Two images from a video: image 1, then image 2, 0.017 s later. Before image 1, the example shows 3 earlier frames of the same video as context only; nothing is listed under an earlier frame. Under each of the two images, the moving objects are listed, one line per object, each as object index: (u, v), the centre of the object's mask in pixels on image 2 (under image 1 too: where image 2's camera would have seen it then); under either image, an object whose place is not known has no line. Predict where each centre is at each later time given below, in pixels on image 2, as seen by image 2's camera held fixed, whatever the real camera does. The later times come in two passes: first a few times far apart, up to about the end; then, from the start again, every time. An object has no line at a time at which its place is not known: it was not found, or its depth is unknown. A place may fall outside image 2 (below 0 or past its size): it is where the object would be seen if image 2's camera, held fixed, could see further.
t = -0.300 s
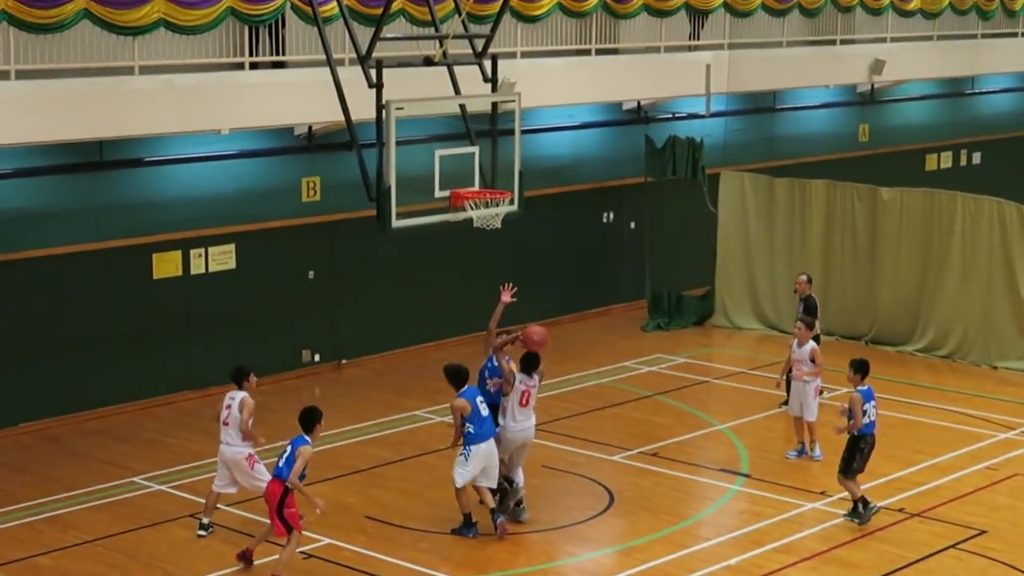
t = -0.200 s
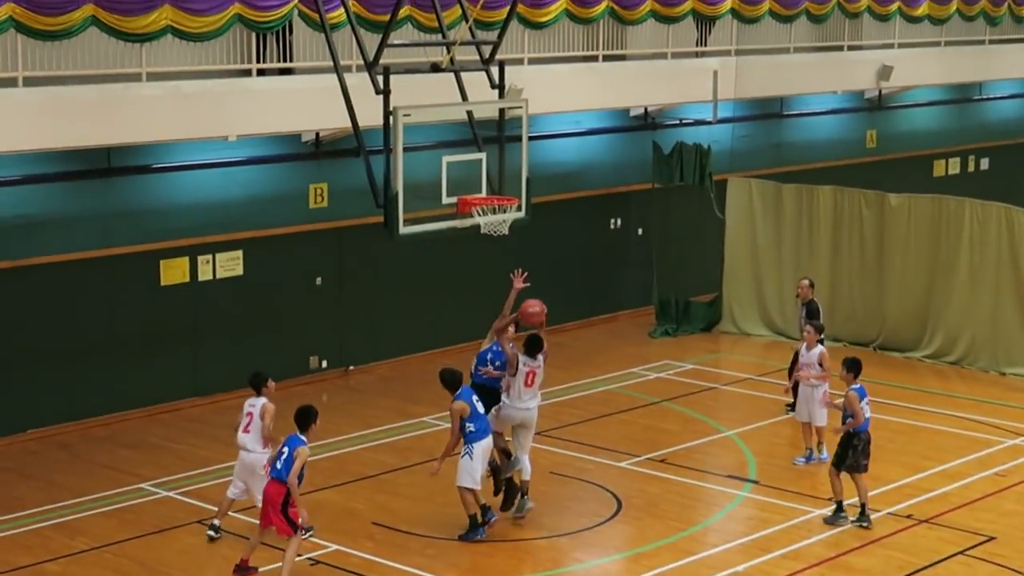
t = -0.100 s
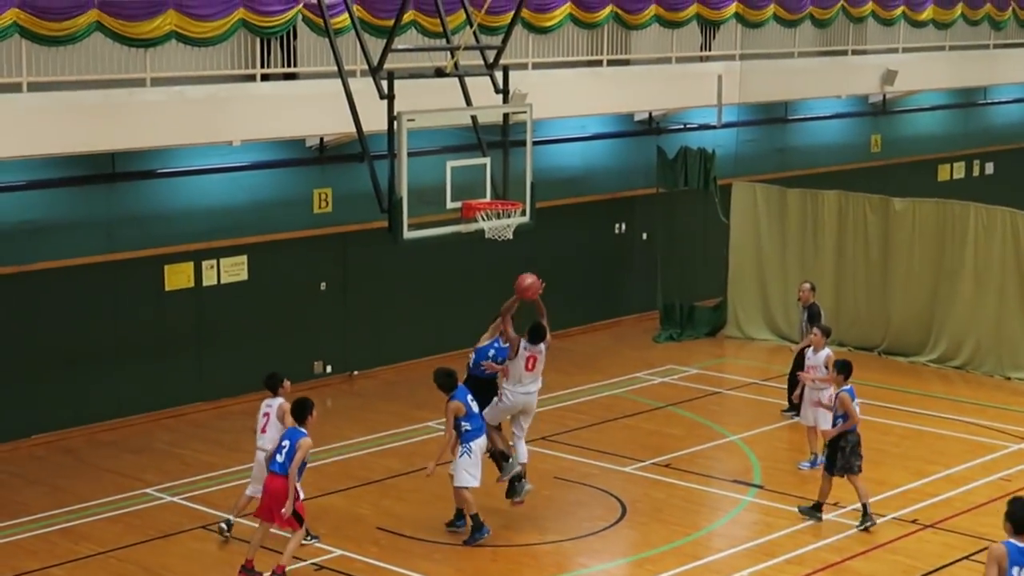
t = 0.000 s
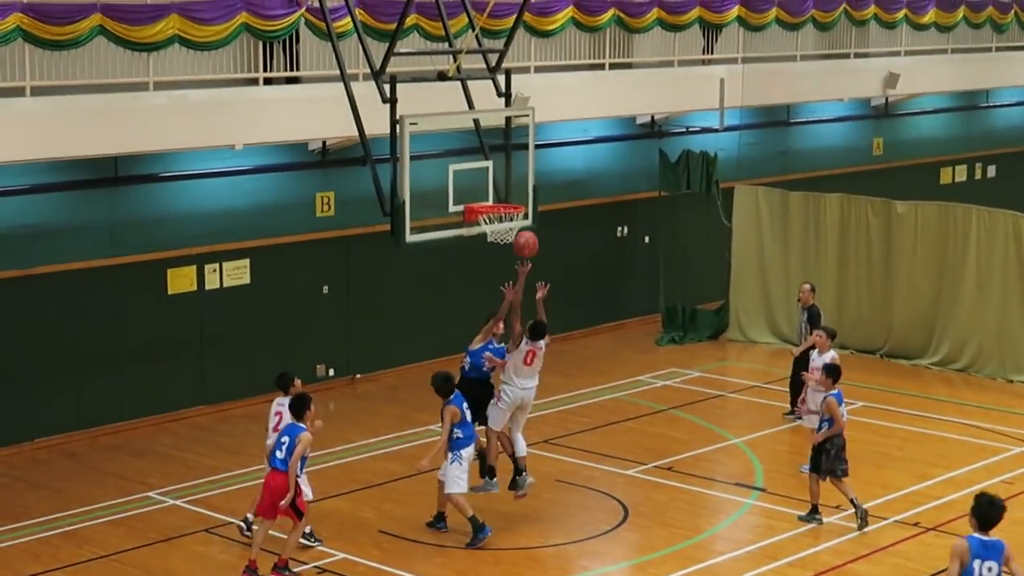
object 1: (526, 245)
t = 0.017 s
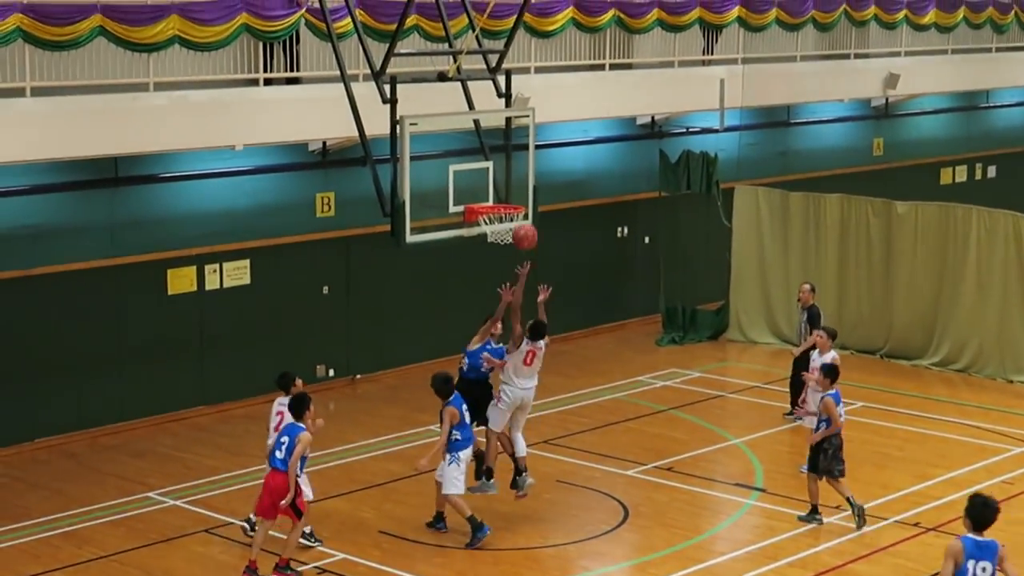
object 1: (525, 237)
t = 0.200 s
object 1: (517, 168)
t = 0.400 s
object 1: (509, 136)
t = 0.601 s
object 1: (499, 145)
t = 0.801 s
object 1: (491, 193)
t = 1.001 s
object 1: (511, 174)
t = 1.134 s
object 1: (526, 184)
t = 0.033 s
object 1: (525, 229)
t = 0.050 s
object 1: (523, 222)
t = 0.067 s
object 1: (523, 214)
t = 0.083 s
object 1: (522, 207)
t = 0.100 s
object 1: (521, 200)
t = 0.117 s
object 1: (520, 195)
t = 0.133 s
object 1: (520, 189)
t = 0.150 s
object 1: (520, 183)
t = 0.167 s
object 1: (519, 178)
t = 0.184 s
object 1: (518, 173)
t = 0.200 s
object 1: (517, 168)
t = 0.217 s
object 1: (516, 164)
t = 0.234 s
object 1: (516, 160)
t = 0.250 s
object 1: (515, 156)
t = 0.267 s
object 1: (514, 153)
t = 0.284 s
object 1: (514, 150)
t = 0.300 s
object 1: (513, 147)
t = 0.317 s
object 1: (512, 144)
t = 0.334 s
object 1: (511, 143)
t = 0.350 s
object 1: (510, 140)
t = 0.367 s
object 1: (510, 139)
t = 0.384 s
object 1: (509, 138)
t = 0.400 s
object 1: (509, 136)
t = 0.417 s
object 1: (508, 136)
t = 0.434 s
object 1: (507, 136)
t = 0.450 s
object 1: (506, 135)
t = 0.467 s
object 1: (506, 135)
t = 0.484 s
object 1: (505, 135)
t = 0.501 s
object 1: (504, 136)
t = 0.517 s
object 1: (503, 137)
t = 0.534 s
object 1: (503, 138)
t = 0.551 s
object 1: (502, 140)
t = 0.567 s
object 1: (501, 141)
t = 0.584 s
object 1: (500, 143)
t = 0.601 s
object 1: (499, 145)
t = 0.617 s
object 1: (499, 147)
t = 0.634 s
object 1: (498, 150)
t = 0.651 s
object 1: (497, 153)
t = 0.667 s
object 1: (497, 157)
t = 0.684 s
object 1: (496, 160)
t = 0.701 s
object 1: (495, 164)
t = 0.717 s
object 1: (495, 168)
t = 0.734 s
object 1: (494, 173)
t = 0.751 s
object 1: (493, 178)
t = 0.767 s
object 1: (492, 183)
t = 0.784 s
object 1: (492, 188)
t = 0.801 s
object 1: (491, 193)
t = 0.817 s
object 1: (491, 192)
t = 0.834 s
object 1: (491, 188)
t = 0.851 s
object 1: (493, 186)
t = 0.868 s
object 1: (495, 183)
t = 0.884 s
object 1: (497, 181)
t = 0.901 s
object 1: (499, 180)
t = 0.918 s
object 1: (501, 178)
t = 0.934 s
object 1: (503, 177)
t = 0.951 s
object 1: (505, 176)
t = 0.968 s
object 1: (507, 175)
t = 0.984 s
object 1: (509, 175)
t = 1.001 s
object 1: (511, 174)
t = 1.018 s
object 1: (513, 174)
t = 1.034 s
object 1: (515, 175)
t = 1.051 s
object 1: (517, 176)
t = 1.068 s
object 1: (519, 177)
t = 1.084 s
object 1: (521, 178)
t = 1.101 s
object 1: (524, 179)
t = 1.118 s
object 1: (525, 181)
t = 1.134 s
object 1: (526, 184)
